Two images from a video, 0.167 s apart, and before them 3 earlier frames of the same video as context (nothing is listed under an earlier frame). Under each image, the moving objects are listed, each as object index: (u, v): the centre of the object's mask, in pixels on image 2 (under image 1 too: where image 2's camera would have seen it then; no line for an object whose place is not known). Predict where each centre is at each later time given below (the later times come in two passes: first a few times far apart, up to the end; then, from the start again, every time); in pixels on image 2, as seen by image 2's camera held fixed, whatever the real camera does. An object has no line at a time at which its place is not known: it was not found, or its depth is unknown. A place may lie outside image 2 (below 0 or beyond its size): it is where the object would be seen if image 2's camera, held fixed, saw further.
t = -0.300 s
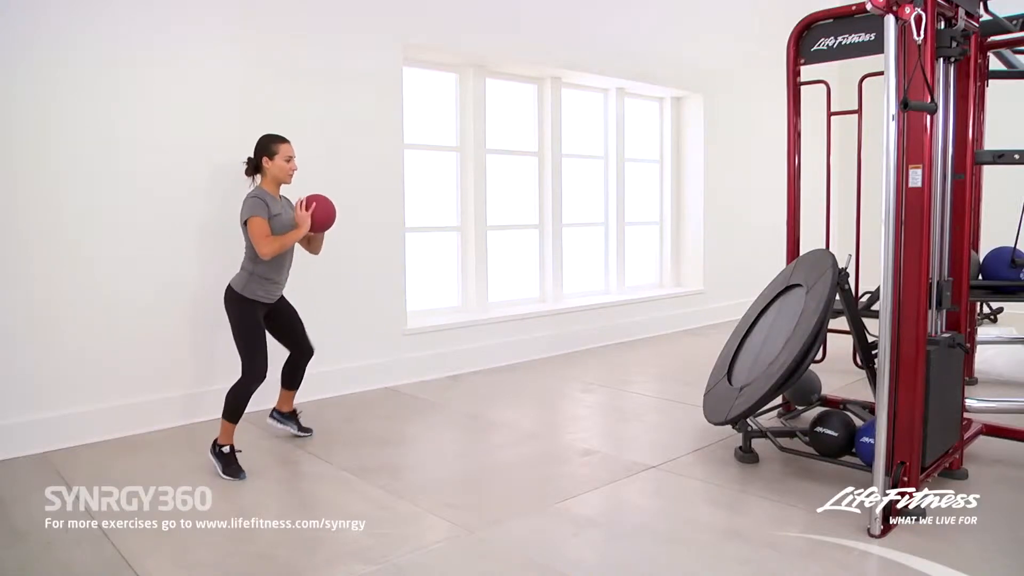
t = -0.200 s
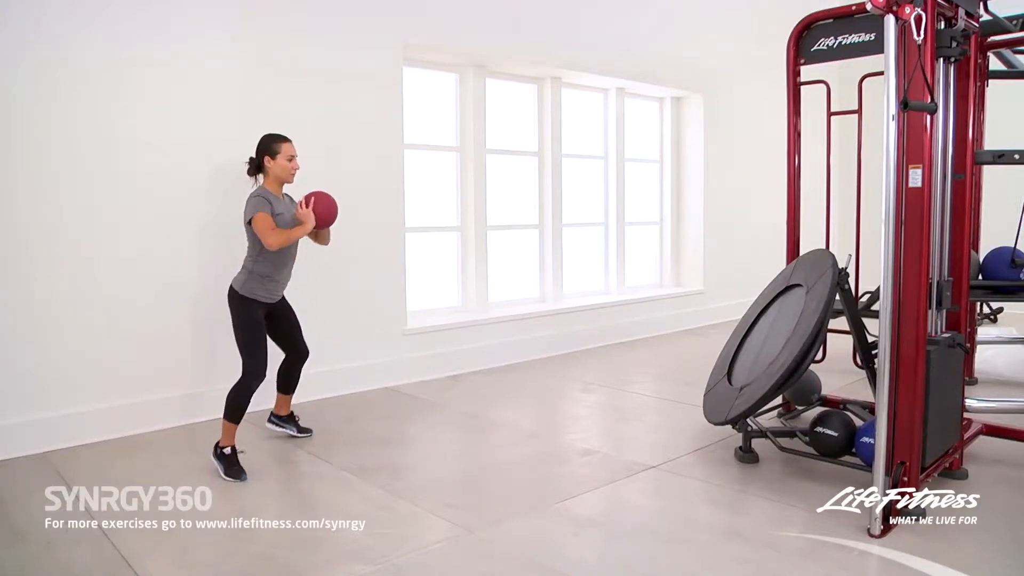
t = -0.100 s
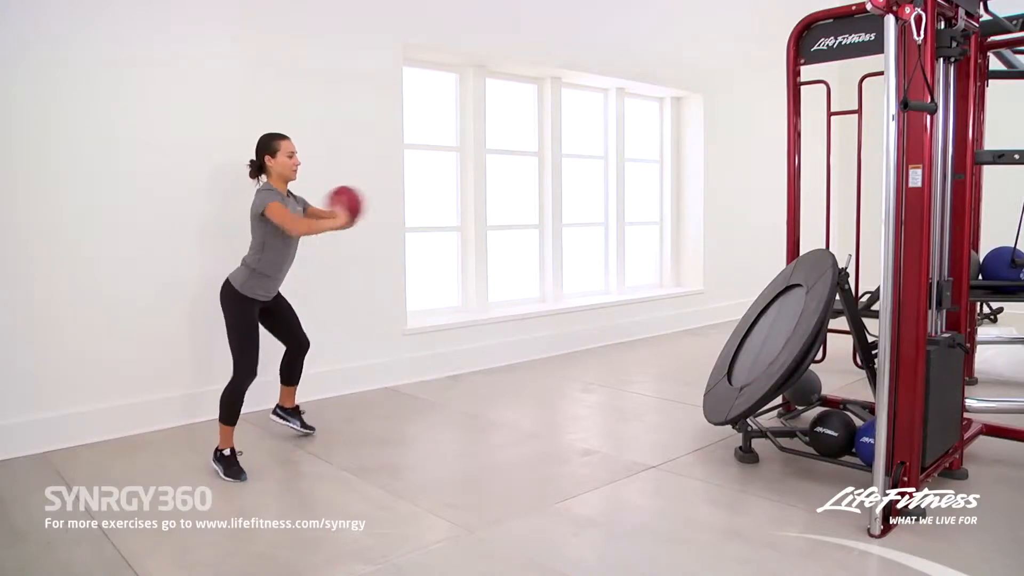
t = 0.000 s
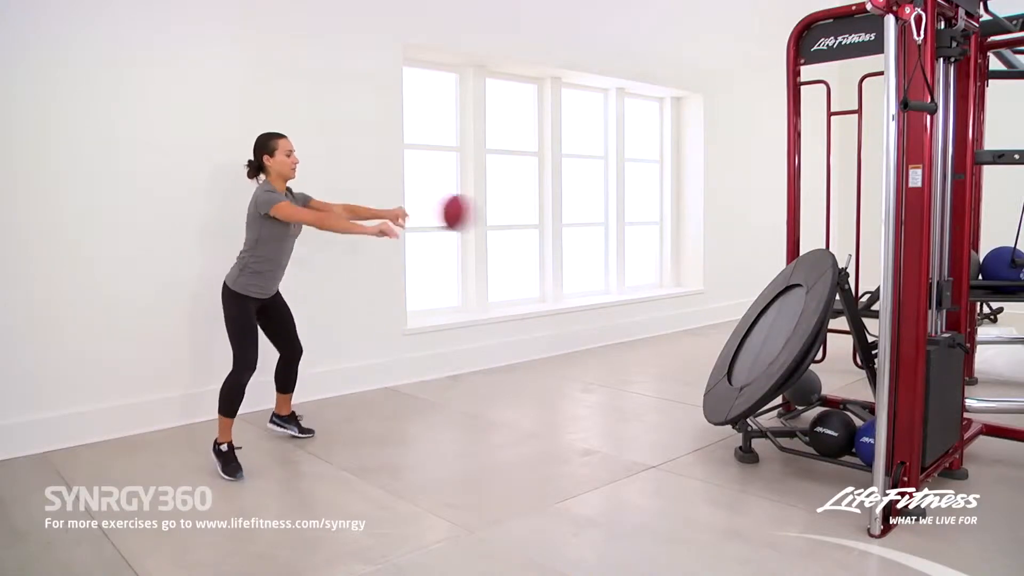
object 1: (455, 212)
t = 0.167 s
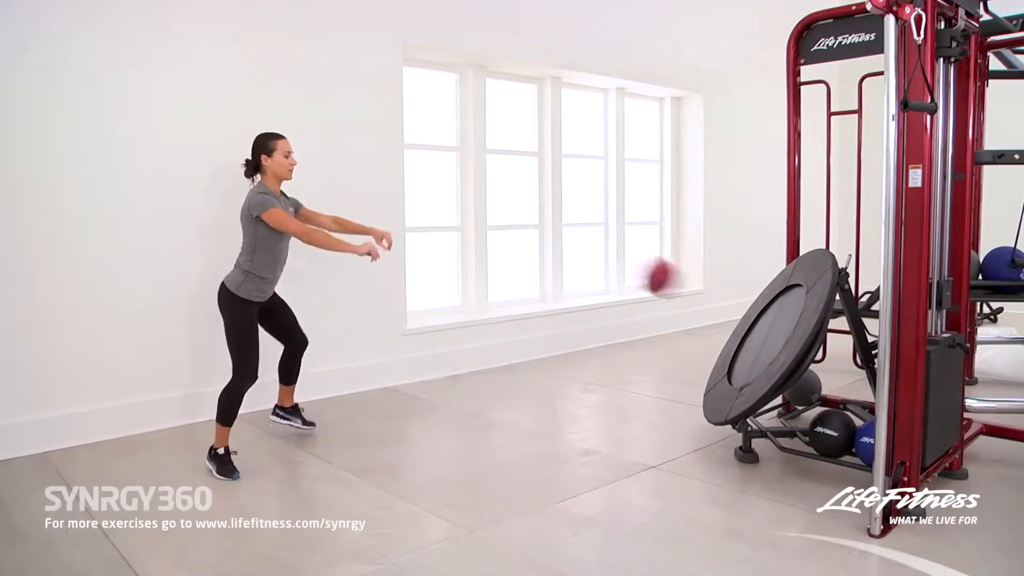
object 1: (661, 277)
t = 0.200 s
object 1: (699, 296)
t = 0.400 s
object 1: (656, 272)
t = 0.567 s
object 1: (488, 226)
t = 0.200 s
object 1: (699, 296)
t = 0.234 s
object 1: (736, 317)
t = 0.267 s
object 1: (767, 336)
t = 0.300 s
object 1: (750, 325)
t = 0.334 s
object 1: (720, 305)
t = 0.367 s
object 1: (688, 288)
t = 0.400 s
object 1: (656, 272)
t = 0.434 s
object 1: (622, 258)
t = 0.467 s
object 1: (591, 248)
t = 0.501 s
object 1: (554, 238)
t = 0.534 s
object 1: (523, 231)
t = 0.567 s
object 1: (488, 226)
